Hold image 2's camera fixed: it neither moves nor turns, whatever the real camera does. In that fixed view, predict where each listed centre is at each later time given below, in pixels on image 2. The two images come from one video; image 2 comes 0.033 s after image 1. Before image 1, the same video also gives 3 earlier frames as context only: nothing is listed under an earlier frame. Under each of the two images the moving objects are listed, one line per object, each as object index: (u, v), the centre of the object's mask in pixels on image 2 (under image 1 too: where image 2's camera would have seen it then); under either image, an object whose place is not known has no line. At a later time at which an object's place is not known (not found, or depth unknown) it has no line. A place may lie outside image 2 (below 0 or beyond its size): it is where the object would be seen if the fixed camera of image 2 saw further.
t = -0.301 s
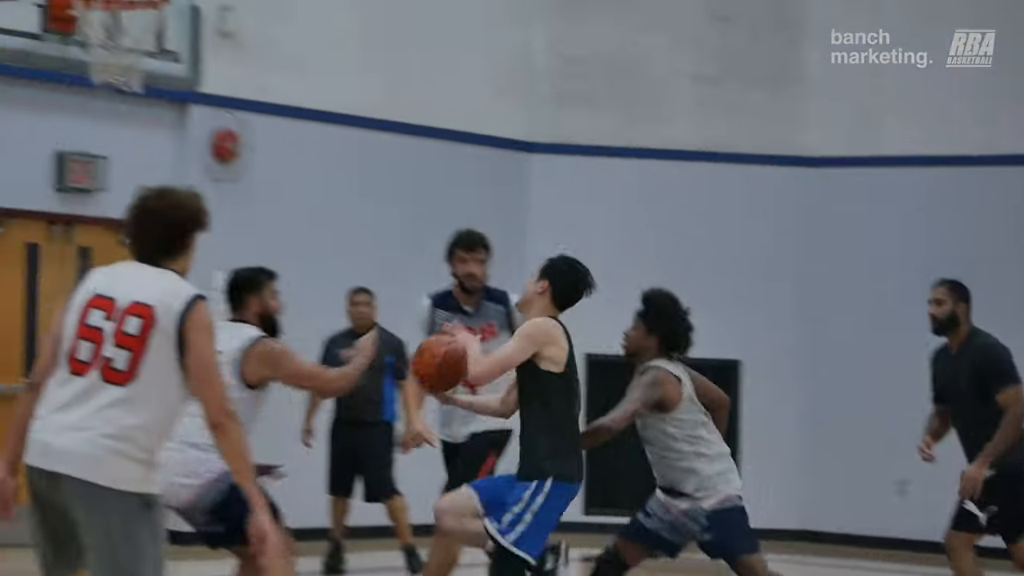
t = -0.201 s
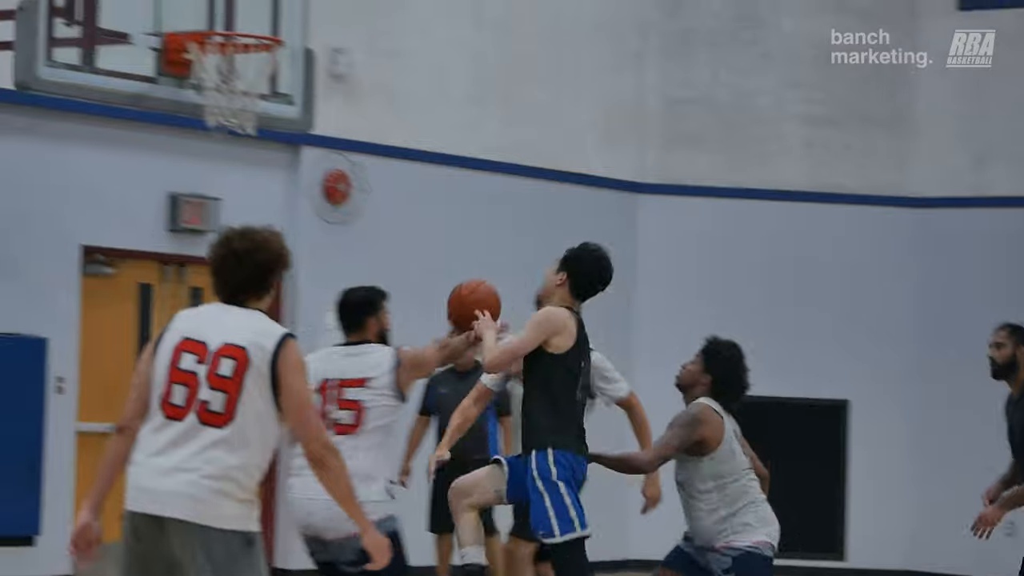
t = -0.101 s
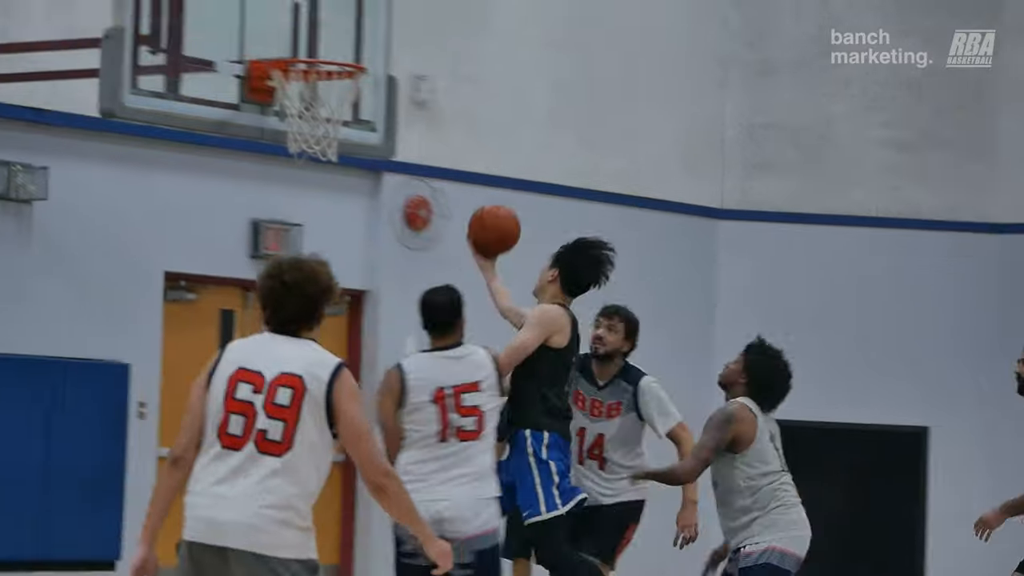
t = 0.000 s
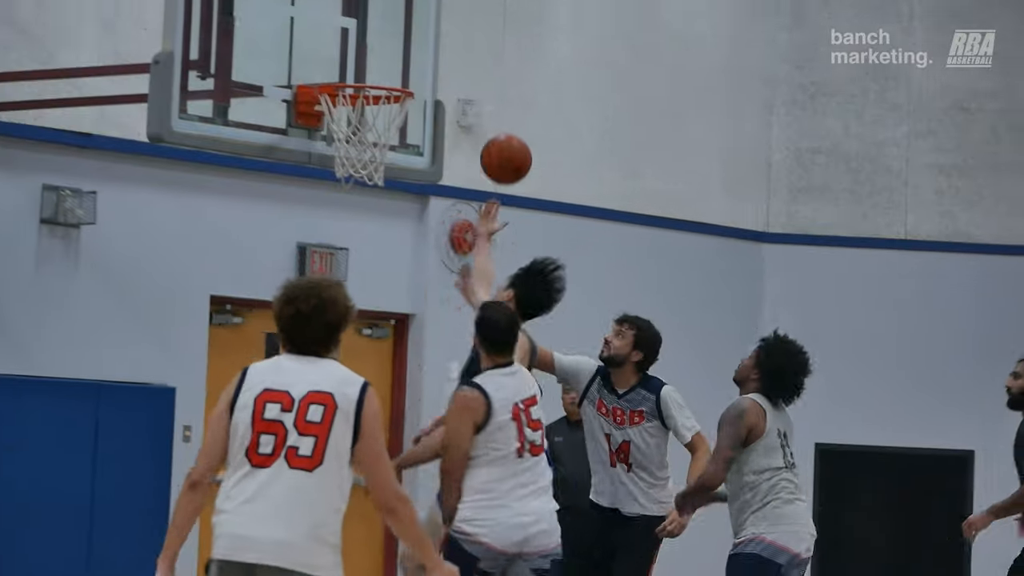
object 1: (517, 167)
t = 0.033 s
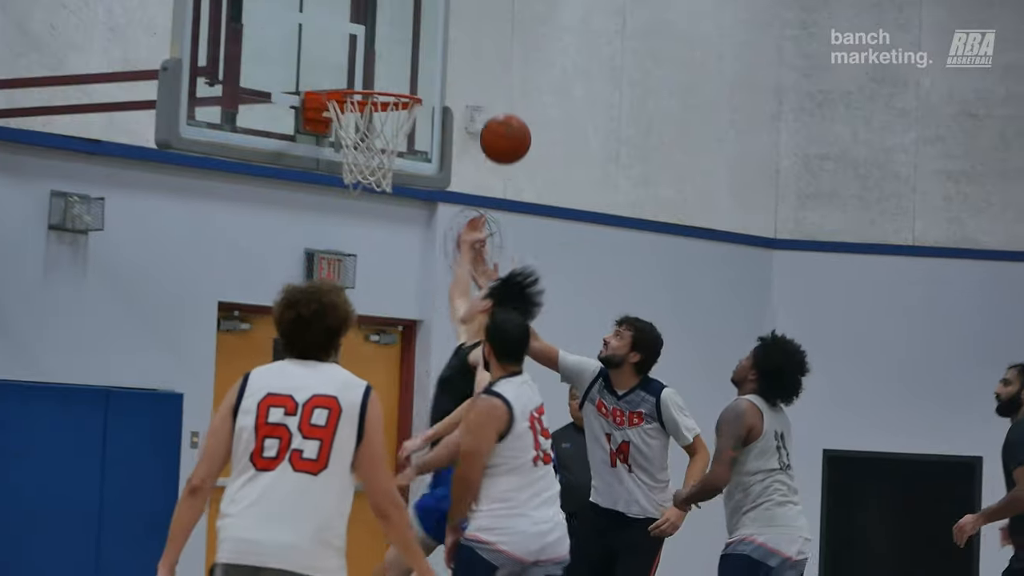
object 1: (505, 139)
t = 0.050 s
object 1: (499, 127)
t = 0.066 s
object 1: (493, 114)
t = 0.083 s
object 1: (488, 105)
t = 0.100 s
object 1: (482, 94)
